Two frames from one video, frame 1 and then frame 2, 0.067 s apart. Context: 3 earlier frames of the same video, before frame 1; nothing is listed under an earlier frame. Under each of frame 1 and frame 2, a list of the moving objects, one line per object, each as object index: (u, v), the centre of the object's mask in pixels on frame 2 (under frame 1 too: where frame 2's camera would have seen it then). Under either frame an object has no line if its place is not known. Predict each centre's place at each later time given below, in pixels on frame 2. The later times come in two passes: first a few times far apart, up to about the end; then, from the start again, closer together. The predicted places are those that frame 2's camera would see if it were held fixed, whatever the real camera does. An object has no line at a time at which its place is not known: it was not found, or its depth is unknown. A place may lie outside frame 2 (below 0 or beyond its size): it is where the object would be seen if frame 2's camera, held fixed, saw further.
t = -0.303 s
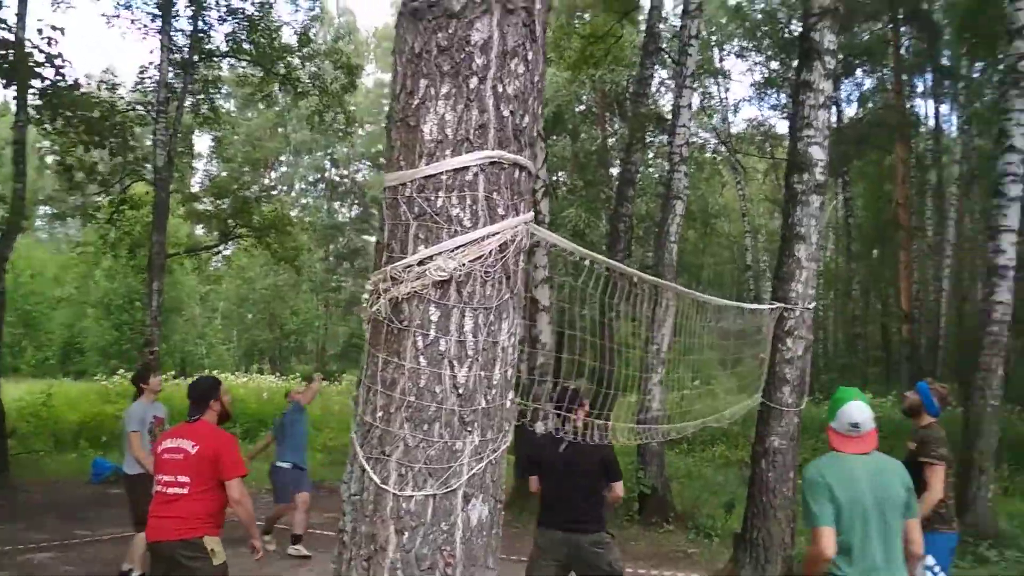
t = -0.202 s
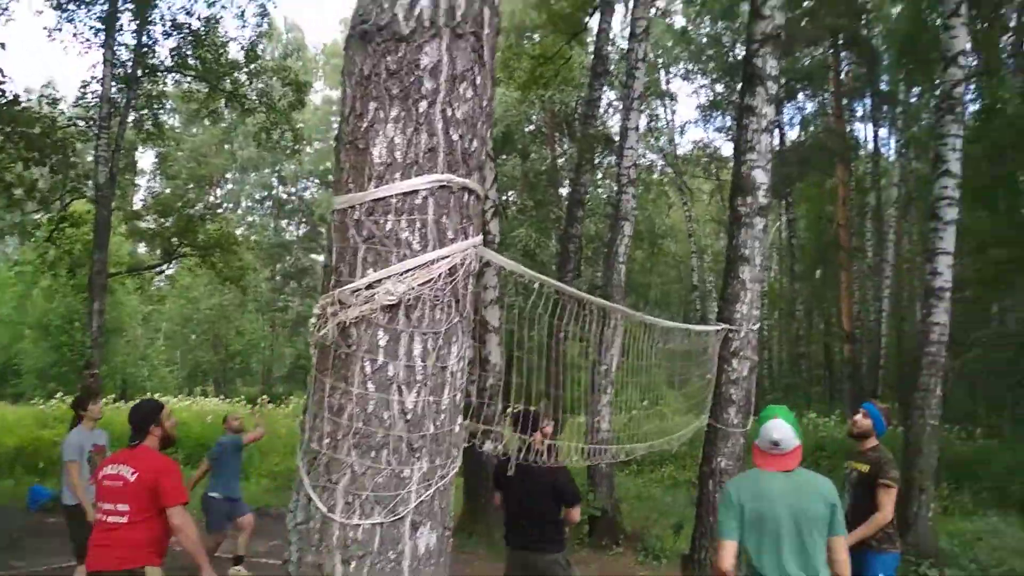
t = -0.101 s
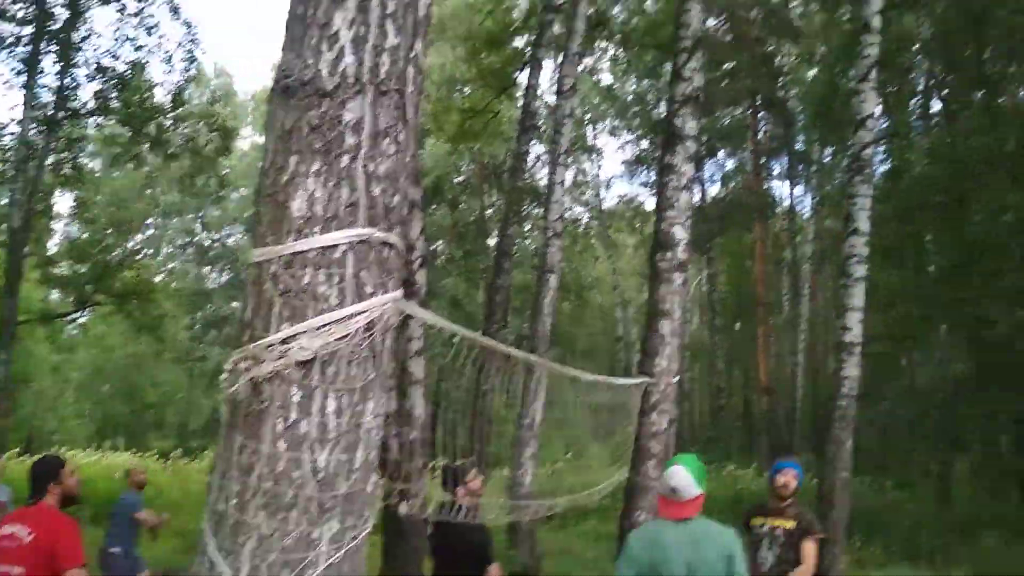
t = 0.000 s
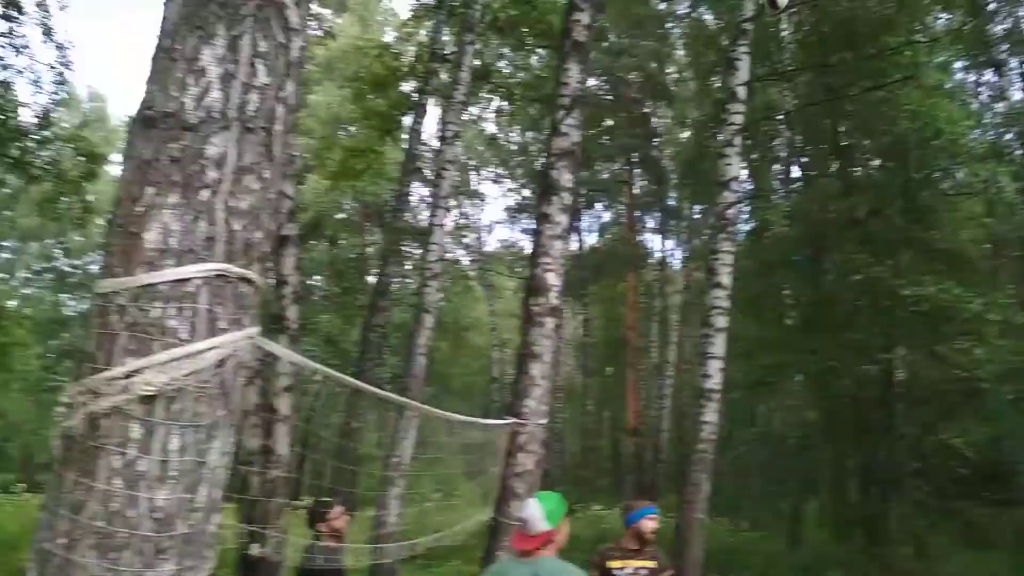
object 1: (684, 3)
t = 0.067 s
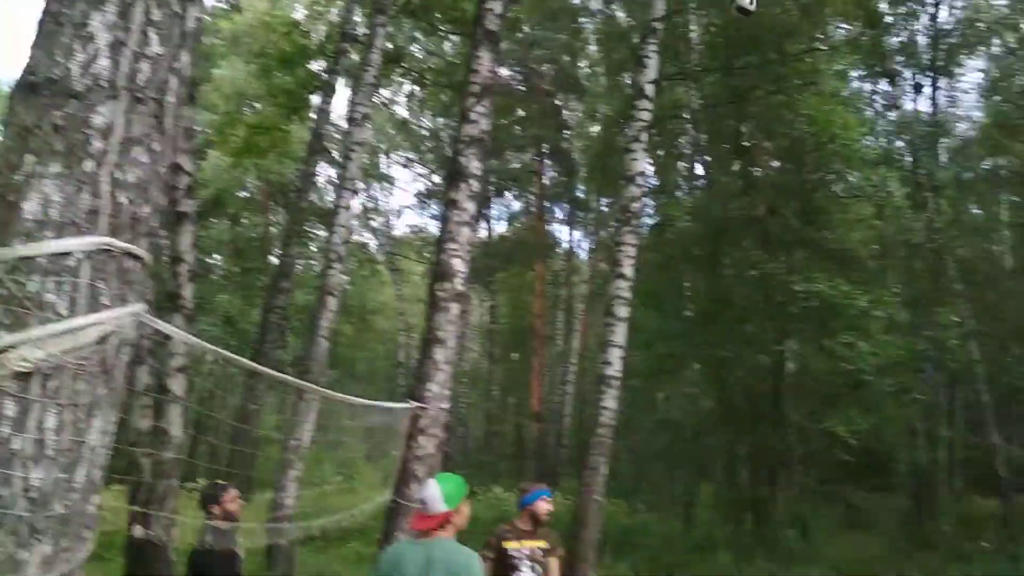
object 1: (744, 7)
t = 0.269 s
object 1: (913, 35)
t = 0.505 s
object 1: (1140, 151)
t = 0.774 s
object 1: (1421, 386)
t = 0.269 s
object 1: (913, 35)
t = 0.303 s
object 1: (945, 45)
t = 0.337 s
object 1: (980, 59)
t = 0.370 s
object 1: (1010, 73)
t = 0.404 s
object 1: (1040, 88)
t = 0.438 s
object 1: (1073, 106)
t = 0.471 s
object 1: (1107, 128)
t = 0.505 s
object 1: (1140, 151)
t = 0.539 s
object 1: (1172, 172)
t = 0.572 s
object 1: (1206, 196)
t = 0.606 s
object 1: (1244, 222)
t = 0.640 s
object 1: (1278, 253)
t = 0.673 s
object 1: (1311, 282)
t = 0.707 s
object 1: (1348, 314)
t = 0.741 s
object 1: (1383, 349)
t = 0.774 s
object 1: (1421, 386)
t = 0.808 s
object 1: (1461, 424)
